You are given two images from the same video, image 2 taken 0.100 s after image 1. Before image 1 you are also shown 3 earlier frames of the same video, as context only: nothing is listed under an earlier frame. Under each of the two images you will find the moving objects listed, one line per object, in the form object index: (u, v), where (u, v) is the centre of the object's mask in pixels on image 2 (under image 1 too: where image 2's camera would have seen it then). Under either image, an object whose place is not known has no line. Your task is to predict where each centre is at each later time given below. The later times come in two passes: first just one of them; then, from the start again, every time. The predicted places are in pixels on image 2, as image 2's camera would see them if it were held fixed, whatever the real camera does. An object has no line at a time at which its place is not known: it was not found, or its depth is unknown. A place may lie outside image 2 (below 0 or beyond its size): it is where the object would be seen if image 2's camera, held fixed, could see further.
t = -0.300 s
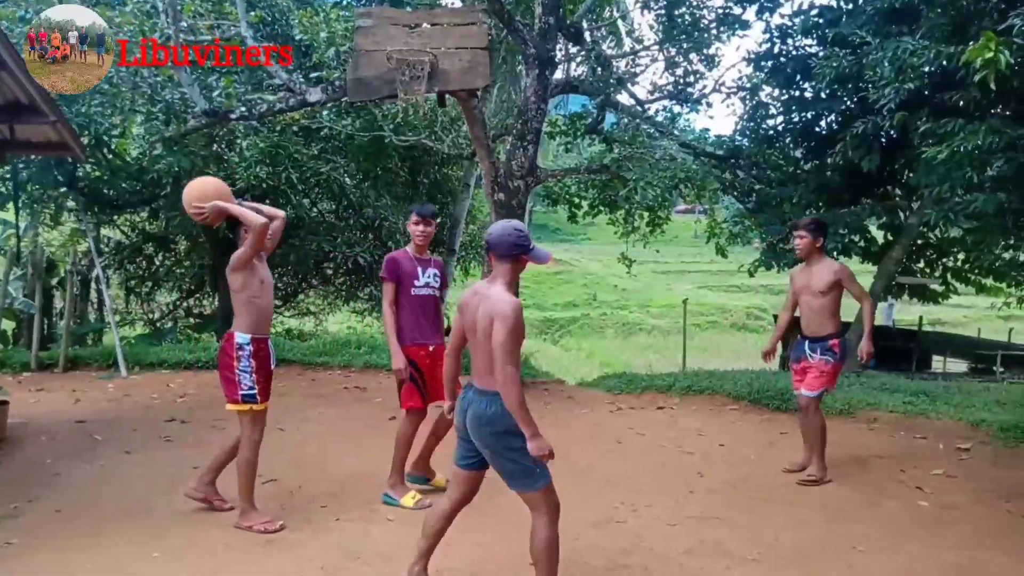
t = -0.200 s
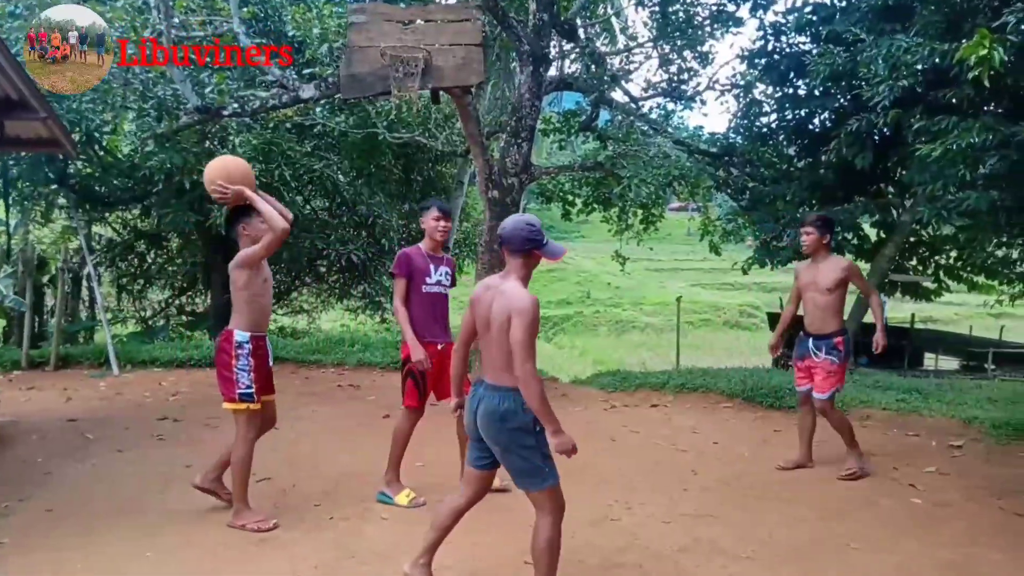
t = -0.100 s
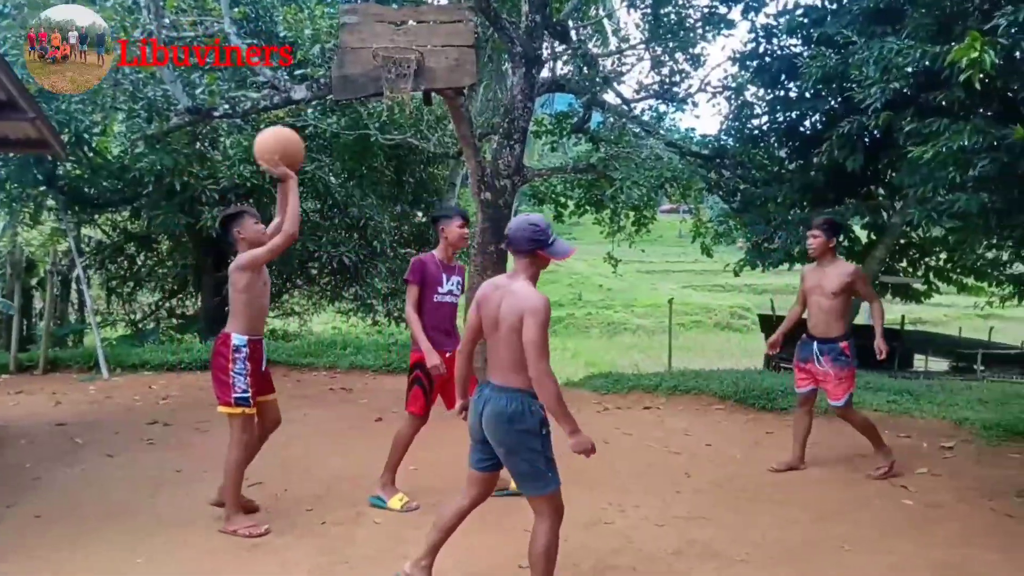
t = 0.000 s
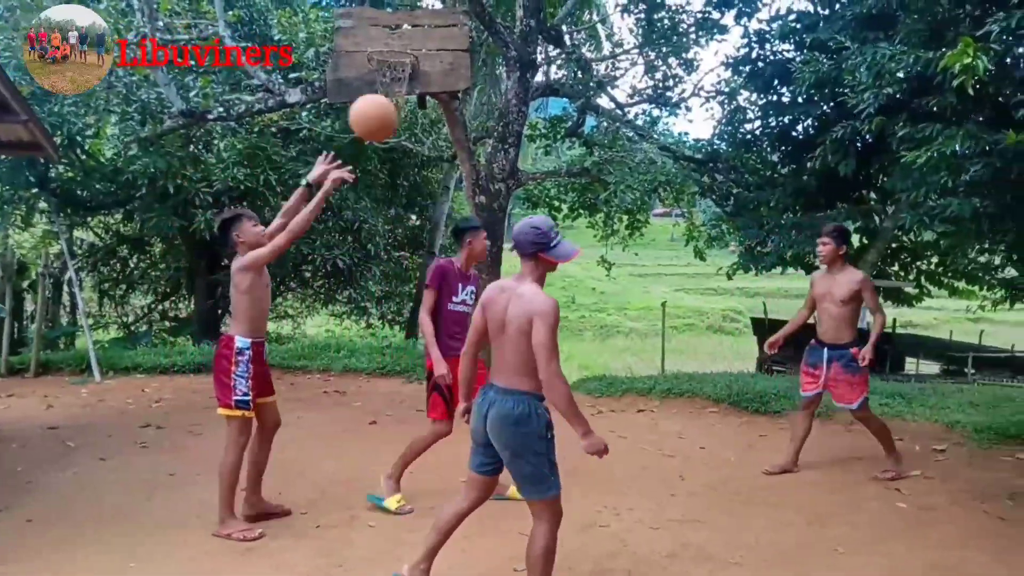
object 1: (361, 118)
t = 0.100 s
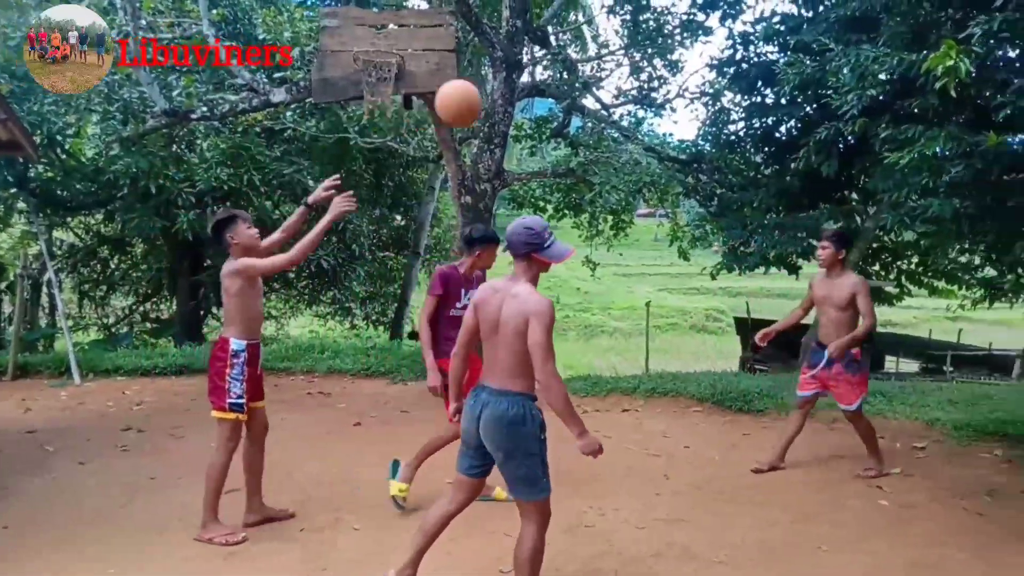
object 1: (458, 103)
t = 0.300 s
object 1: (639, 132)
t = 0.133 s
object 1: (490, 103)
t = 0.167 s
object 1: (521, 105)
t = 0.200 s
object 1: (551, 109)
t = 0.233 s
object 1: (581, 114)
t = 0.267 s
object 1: (611, 123)
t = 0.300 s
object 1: (639, 132)
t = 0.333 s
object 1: (668, 144)
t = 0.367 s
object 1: (695, 158)
